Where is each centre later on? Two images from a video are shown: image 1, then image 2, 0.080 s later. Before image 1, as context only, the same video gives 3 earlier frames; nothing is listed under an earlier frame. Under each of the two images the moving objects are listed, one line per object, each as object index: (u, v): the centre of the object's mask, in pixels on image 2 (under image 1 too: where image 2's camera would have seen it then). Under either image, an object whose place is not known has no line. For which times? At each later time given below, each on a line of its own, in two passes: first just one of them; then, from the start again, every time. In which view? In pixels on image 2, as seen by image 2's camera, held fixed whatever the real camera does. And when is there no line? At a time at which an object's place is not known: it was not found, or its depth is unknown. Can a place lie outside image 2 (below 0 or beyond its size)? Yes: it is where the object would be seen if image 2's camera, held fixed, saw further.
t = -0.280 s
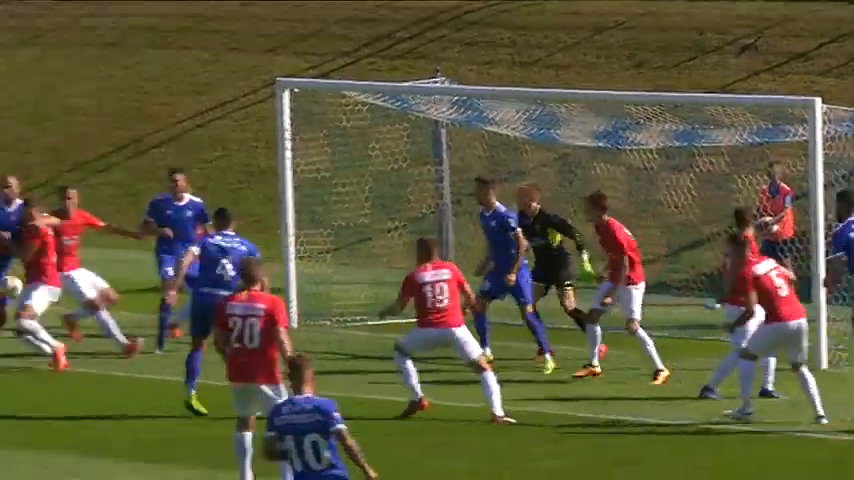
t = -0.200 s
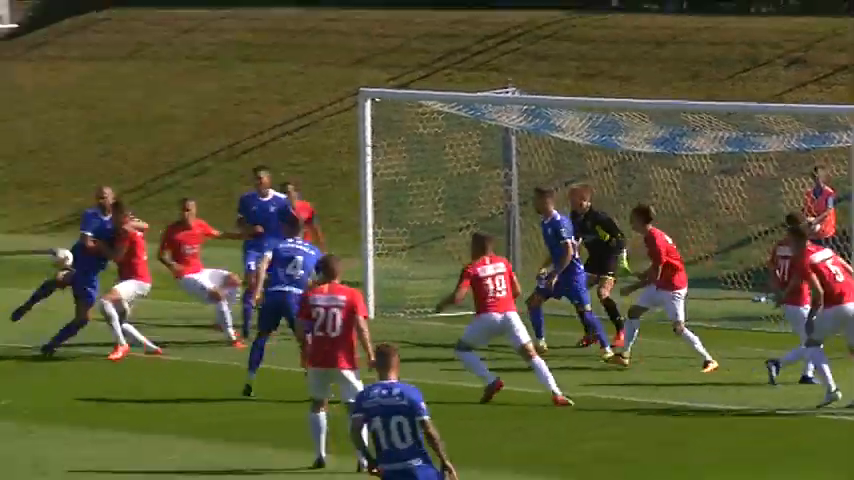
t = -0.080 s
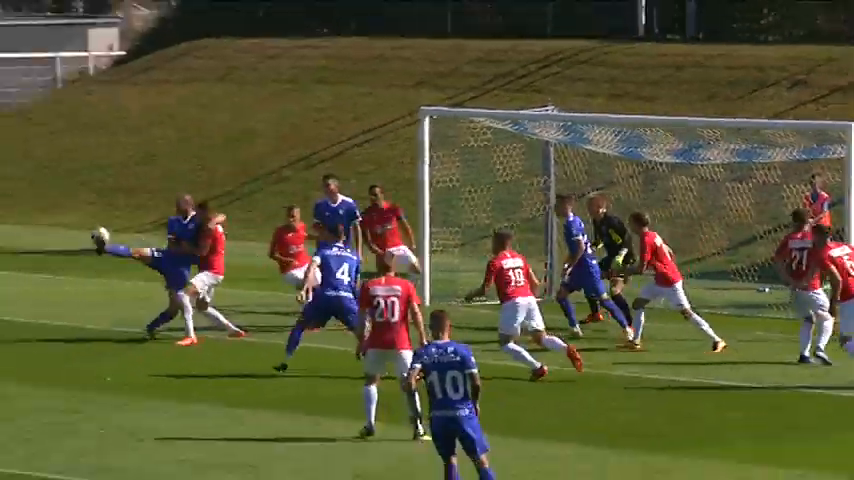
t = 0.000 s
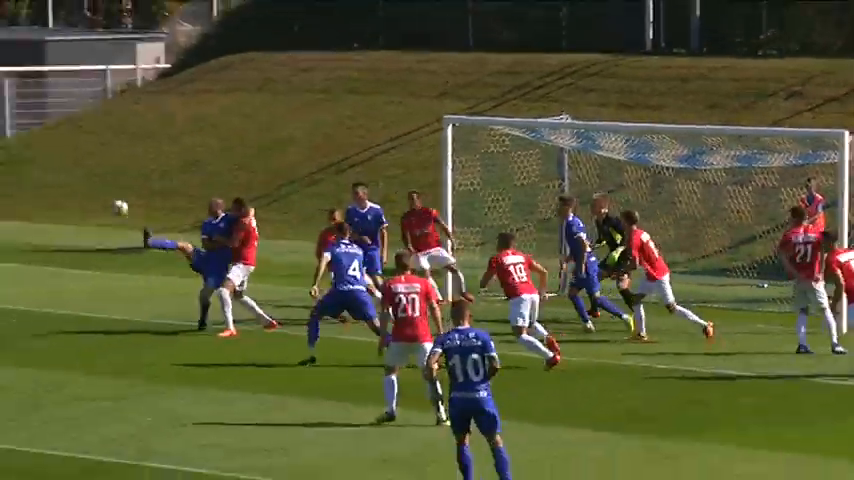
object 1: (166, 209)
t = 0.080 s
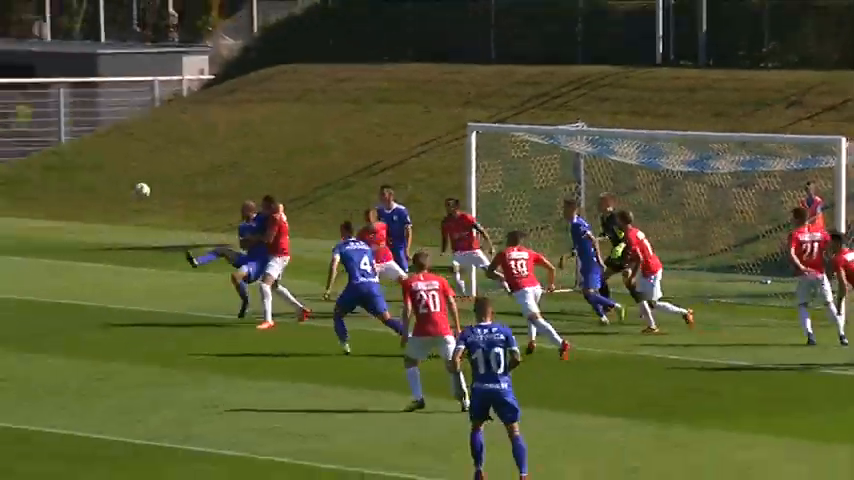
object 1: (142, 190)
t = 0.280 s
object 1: (87, 167)
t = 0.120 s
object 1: (132, 181)
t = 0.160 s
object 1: (120, 176)
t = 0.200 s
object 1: (108, 171)
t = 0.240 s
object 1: (97, 169)
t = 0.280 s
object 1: (87, 167)
